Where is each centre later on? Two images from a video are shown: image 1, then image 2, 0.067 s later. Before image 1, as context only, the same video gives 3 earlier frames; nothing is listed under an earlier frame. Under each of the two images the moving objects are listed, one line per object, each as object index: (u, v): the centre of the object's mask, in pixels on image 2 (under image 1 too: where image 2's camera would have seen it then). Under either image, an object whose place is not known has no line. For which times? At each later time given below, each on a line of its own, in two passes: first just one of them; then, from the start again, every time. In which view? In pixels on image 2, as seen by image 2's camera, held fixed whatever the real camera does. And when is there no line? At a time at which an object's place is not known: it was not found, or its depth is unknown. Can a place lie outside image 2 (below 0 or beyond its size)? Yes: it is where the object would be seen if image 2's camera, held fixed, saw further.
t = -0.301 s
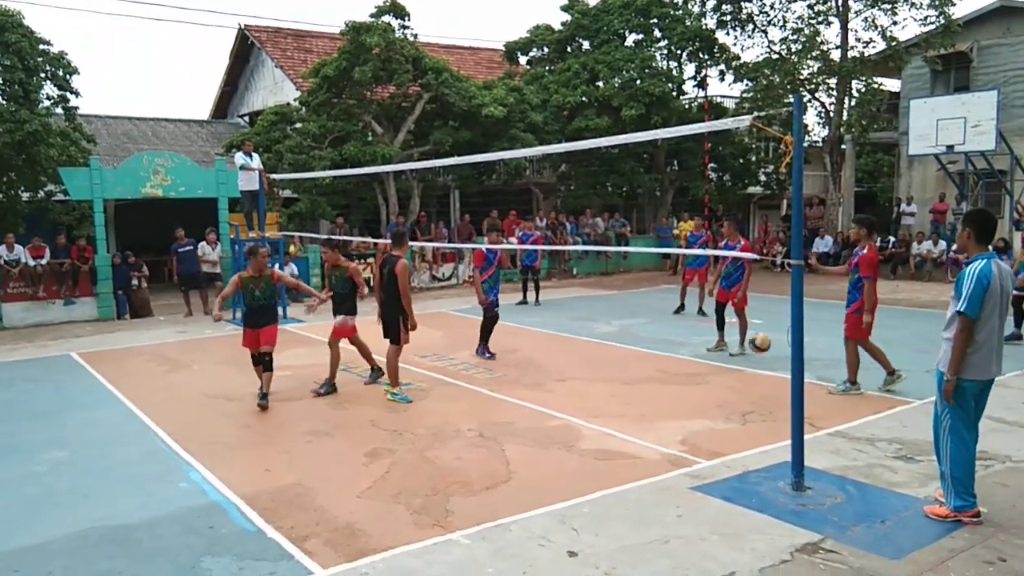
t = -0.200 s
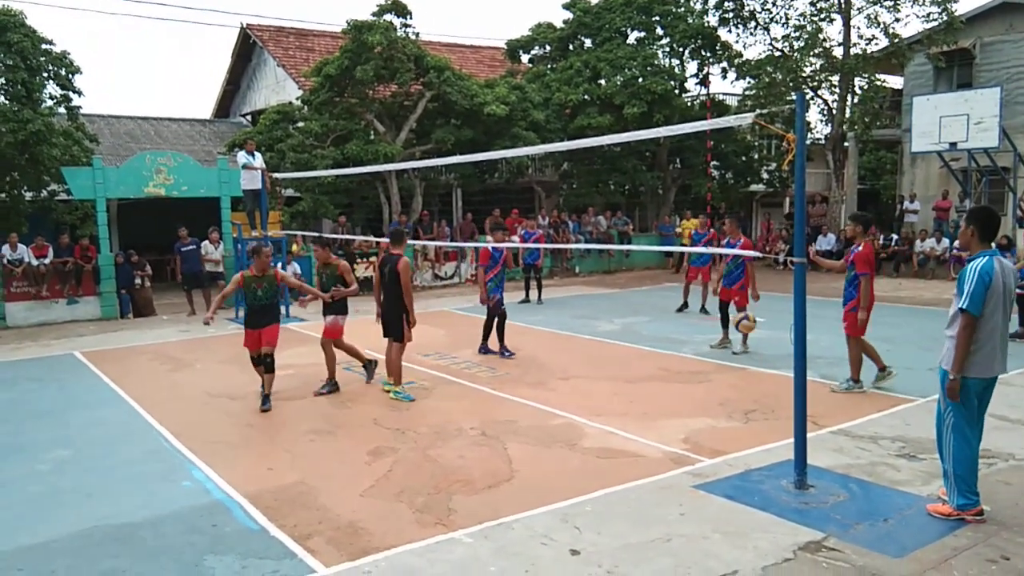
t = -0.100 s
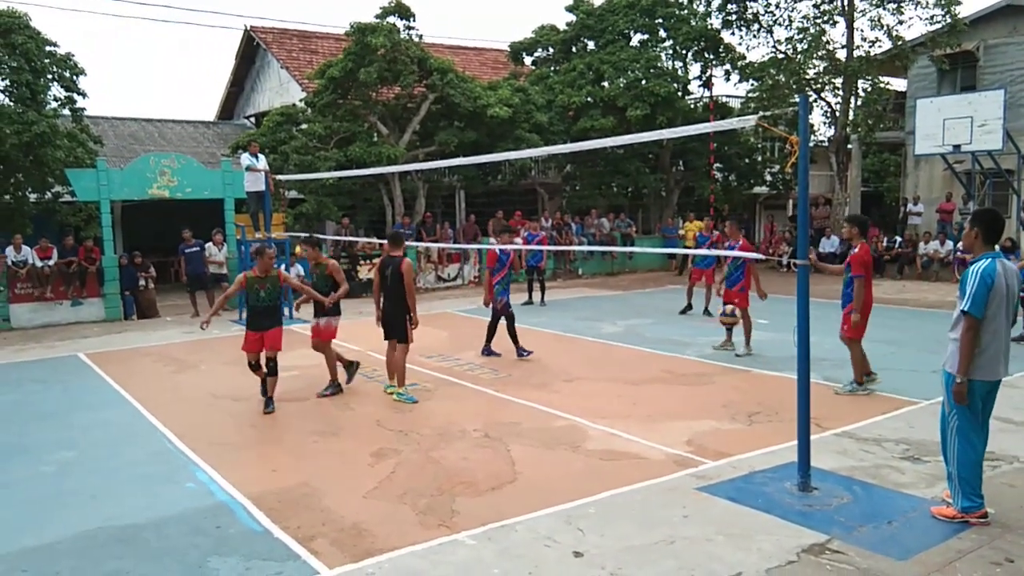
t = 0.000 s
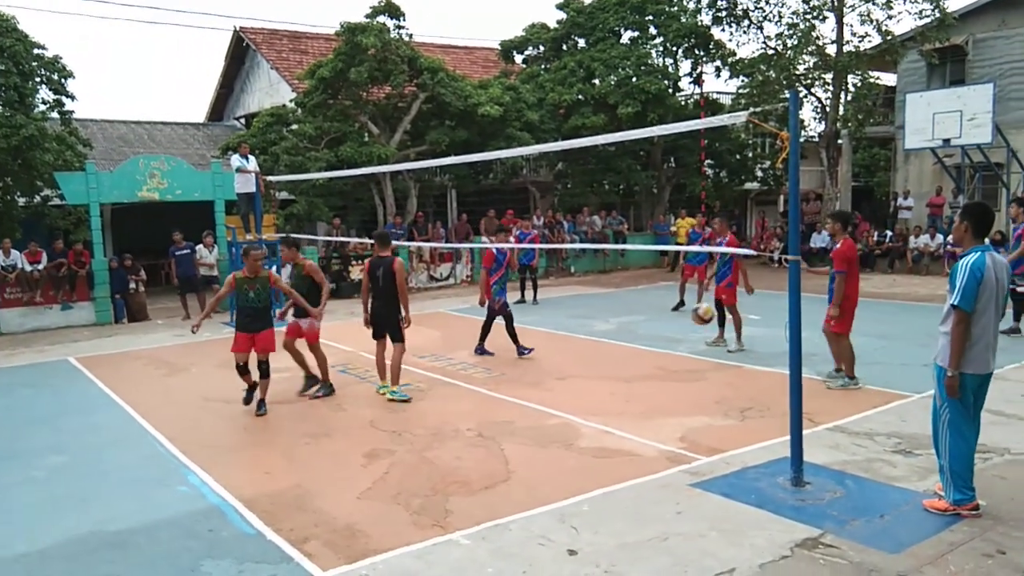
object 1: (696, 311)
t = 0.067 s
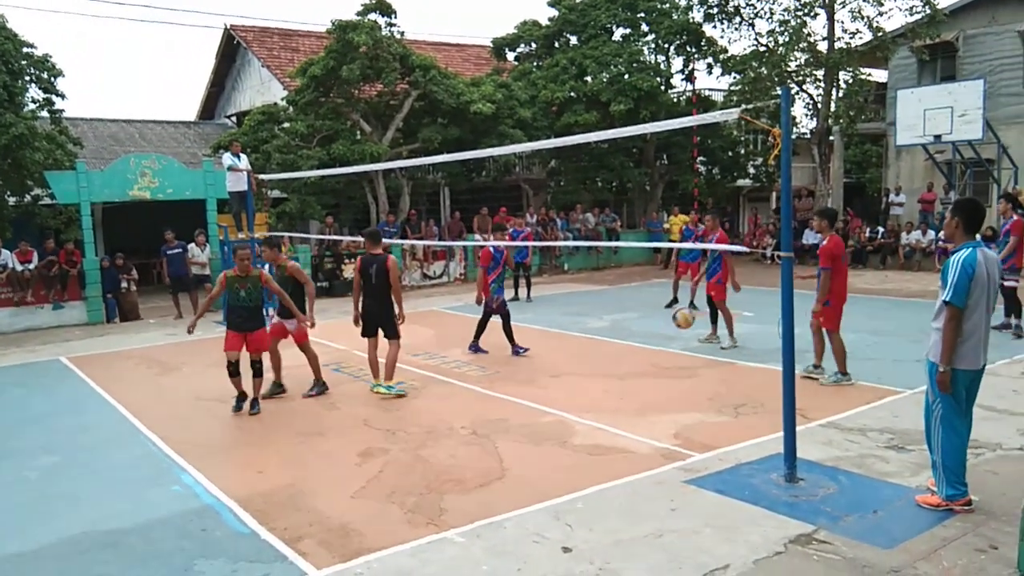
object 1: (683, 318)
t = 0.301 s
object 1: (638, 379)
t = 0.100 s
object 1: (677, 323)
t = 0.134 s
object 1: (670, 329)
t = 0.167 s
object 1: (664, 336)
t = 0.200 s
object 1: (657, 345)
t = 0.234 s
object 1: (651, 355)
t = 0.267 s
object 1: (644, 366)
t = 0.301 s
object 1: (638, 379)
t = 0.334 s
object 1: (630, 393)
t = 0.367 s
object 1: (624, 404)
